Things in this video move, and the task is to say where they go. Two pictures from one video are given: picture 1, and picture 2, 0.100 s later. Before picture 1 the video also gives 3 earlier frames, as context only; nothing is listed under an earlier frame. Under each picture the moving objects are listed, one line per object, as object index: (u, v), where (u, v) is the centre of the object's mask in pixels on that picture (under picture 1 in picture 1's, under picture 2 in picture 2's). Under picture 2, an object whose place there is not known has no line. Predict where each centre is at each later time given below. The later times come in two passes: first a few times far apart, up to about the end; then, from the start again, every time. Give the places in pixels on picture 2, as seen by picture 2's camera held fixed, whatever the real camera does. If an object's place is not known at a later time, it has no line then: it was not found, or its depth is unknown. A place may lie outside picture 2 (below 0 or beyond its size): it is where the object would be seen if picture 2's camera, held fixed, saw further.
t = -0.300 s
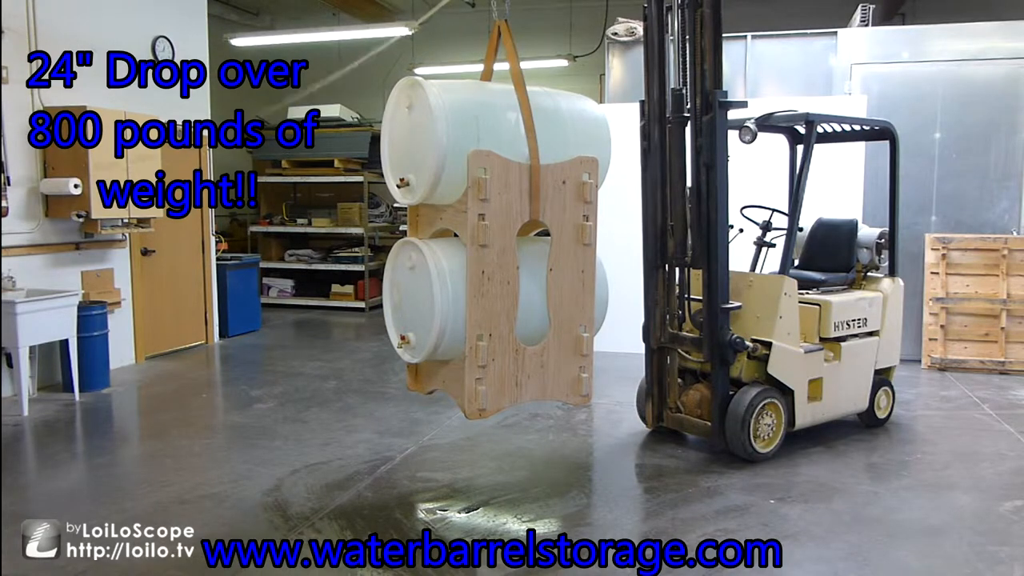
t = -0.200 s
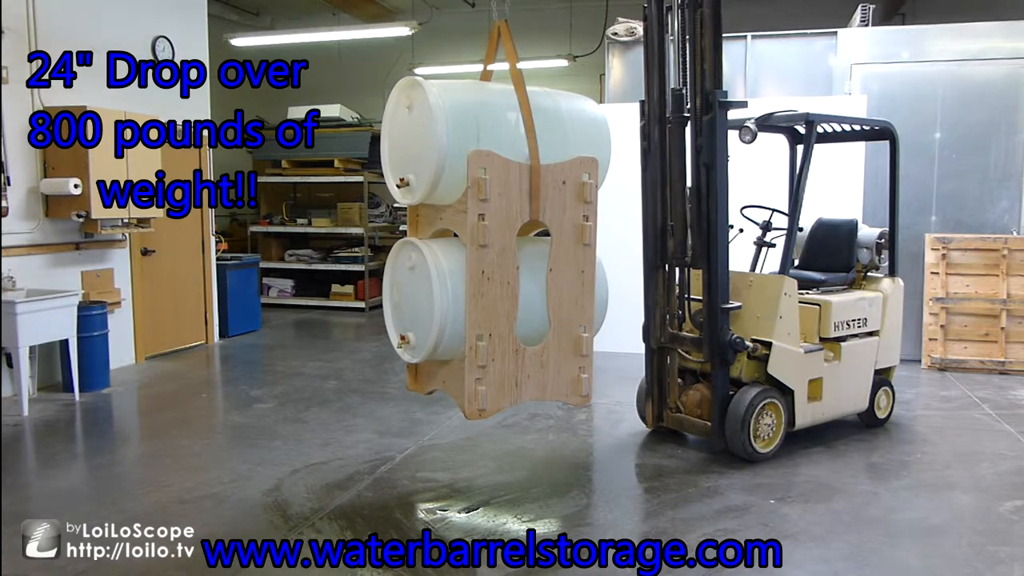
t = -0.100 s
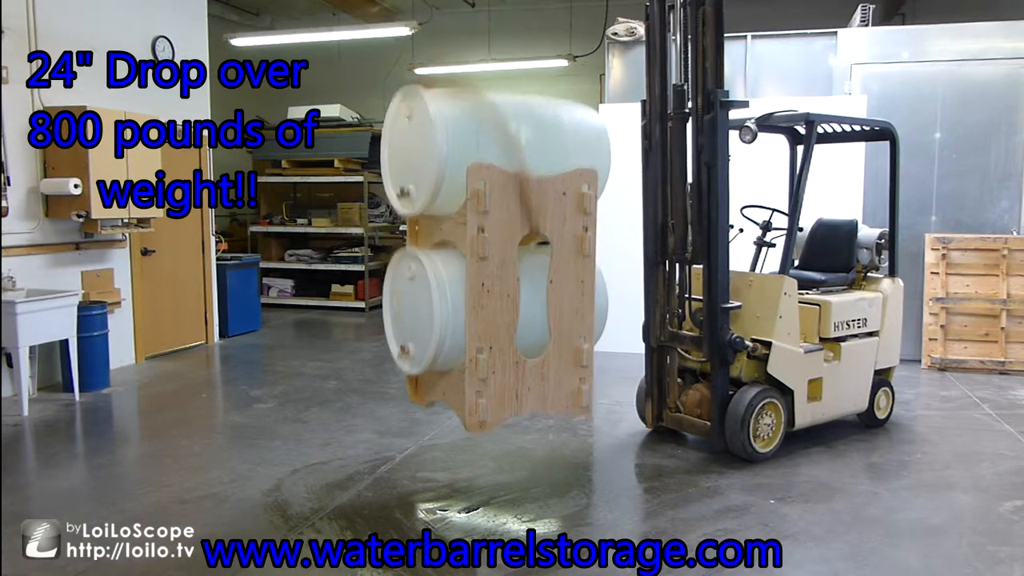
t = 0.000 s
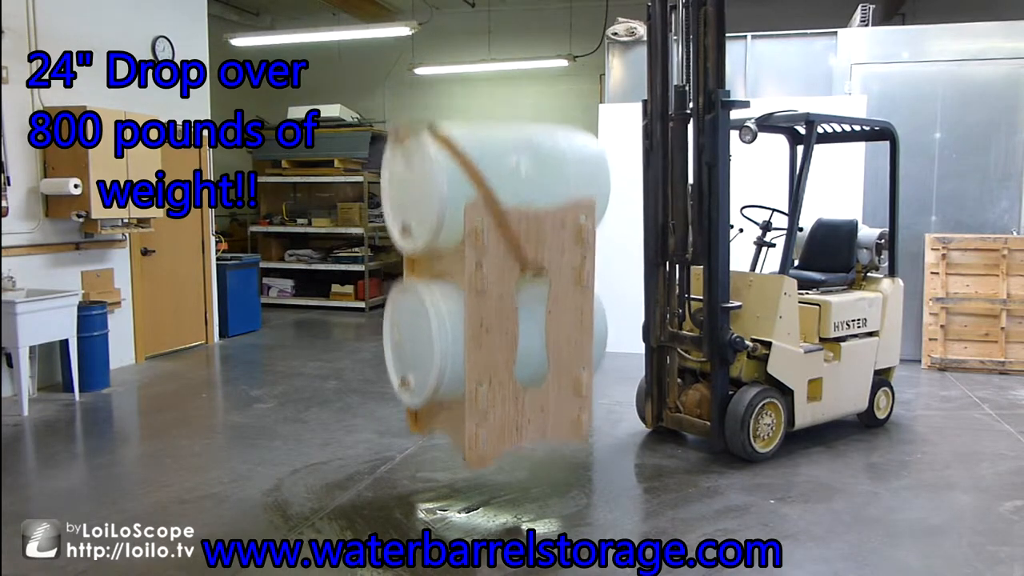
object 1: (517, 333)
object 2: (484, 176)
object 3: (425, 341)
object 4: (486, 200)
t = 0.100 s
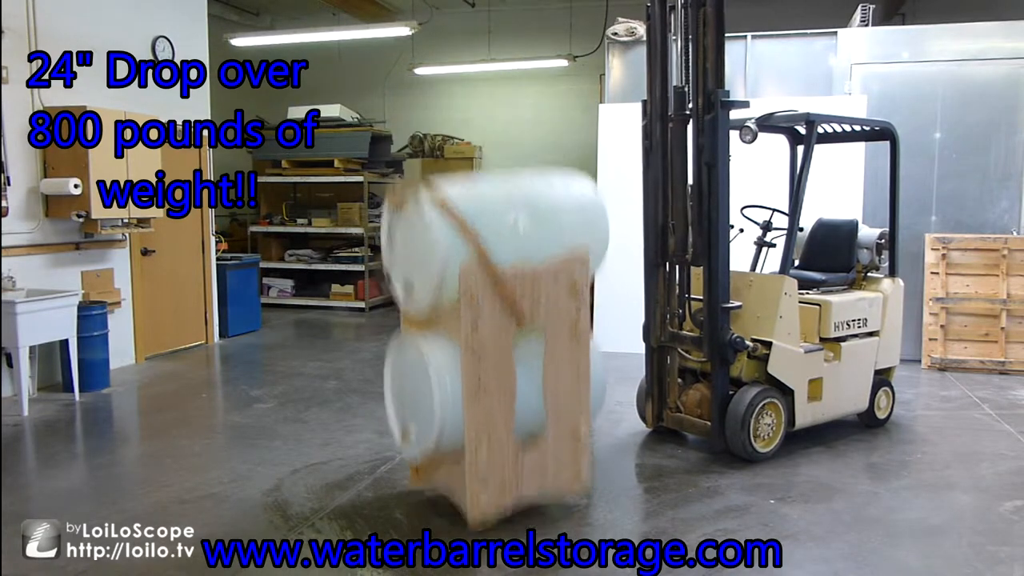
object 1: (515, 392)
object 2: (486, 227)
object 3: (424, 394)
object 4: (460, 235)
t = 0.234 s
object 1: (519, 397)
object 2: (495, 233)
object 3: (429, 395)
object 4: (470, 246)
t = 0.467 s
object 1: (532, 398)
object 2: (506, 244)
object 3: (438, 405)
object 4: (475, 261)
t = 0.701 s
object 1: (533, 398)
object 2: (513, 244)
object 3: (441, 407)
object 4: (497, 286)
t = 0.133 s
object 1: (517, 398)
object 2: (486, 245)
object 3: (425, 411)
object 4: (464, 258)
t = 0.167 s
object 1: (517, 398)
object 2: (487, 245)
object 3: (426, 409)
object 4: (465, 256)
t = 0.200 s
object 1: (518, 398)
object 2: (492, 238)
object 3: (428, 402)
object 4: (468, 251)
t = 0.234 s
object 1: (519, 397)
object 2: (495, 233)
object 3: (429, 395)
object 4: (470, 246)
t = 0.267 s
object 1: (520, 392)
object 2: (498, 229)
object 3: (430, 390)
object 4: (473, 243)
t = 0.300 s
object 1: (521, 387)
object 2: (500, 226)
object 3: (432, 387)
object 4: (476, 243)
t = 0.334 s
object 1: (523, 384)
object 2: (501, 226)
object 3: (433, 387)
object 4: (481, 248)
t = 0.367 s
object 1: (525, 386)
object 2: (502, 227)
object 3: (434, 388)
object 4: (469, 240)
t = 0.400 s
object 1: (527, 392)
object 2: (504, 232)
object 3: (435, 392)
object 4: (485, 260)
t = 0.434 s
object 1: (530, 397)
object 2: (505, 237)
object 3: (437, 398)
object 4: (492, 274)
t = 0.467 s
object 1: (532, 398)
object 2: (506, 244)
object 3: (438, 405)
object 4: (475, 261)
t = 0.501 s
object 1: (532, 396)
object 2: (507, 244)
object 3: (439, 409)
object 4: (492, 272)
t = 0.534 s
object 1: (532, 397)
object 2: (510, 243)
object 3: (439, 406)
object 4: (482, 262)
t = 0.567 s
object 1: (532, 398)
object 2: (512, 244)
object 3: (439, 403)
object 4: (496, 277)
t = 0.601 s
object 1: (533, 398)
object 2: (512, 244)
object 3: (440, 403)
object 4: (497, 278)
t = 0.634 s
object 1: (533, 398)
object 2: (512, 244)
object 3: (440, 405)
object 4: (498, 281)
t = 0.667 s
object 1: (533, 398)
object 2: (512, 244)
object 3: (441, 408)
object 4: (498, 283)
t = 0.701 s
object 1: (533, 398)
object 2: (513, 244)
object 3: (441, 407)
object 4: (497, 286)
